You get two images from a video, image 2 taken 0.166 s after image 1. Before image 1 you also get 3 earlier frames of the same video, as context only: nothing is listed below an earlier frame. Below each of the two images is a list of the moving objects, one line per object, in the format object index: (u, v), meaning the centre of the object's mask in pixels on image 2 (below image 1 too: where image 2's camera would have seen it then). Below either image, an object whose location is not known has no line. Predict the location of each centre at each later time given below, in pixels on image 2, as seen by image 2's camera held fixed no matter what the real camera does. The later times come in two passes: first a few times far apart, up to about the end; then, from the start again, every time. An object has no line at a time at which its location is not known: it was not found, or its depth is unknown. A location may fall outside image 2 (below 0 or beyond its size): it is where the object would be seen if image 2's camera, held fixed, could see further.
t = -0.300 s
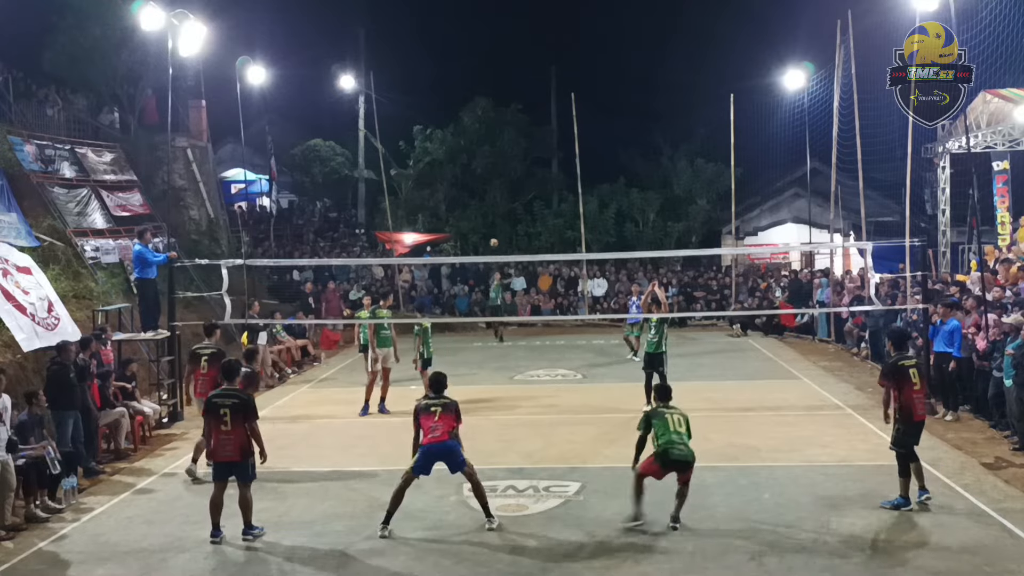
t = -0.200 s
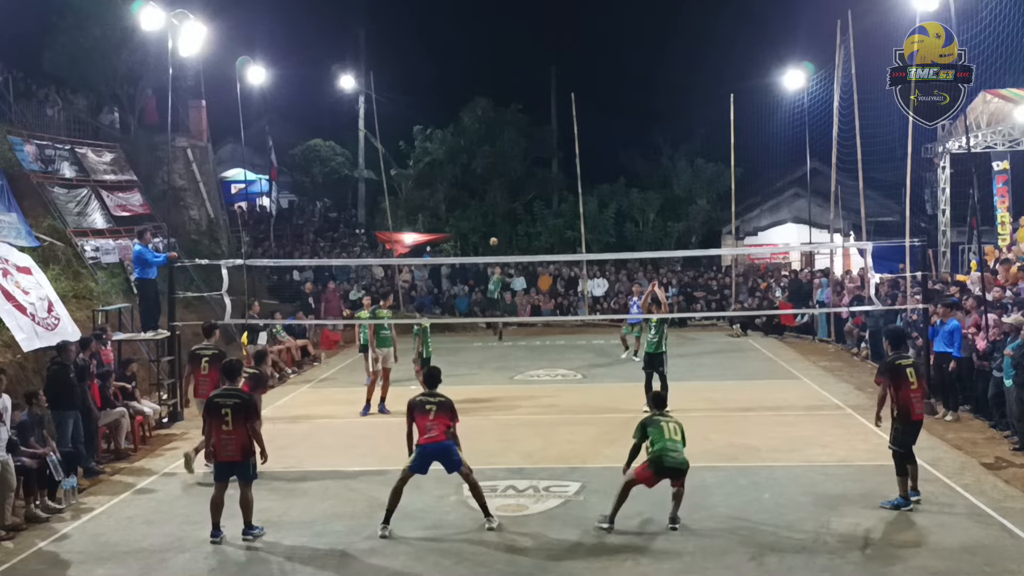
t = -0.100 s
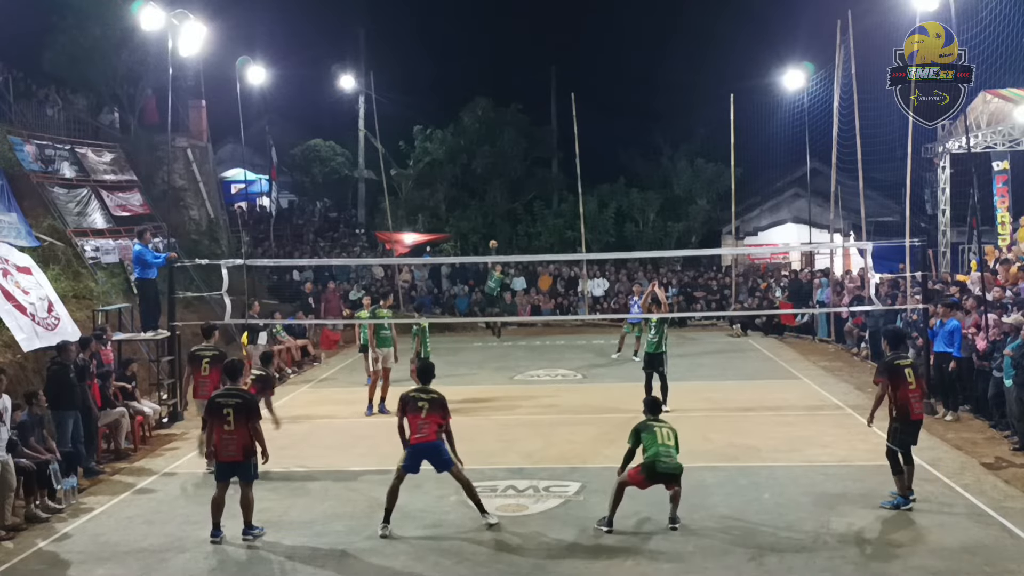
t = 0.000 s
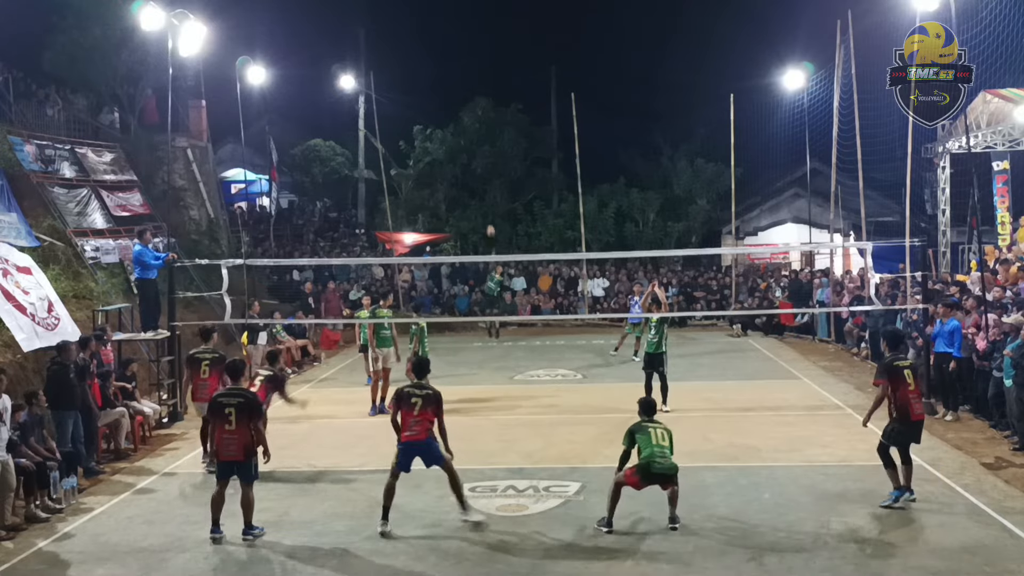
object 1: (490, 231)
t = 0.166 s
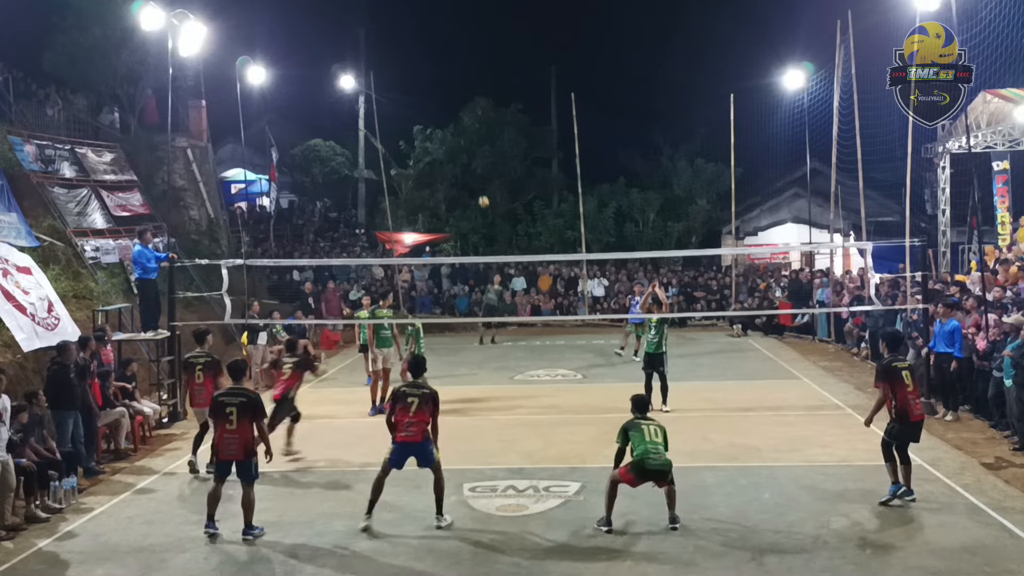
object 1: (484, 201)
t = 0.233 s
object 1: (480, 192)
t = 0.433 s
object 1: (468, 171)
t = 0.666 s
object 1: (454, 168)
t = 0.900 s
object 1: (440, 203)
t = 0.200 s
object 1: (482, 196)
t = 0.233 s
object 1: (480, 192)
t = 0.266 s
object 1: (478, 187)
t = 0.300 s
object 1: (476, 184)
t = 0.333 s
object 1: (474, 180)
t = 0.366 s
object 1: (472, 177)
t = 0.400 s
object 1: (470, 174)
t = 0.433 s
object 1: (468, 171)
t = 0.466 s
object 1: (466, 169)
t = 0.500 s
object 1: (464, 167)
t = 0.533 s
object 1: (462, 166)
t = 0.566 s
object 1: (460, 165)
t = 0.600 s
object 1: (458, 165)
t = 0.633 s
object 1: (456, 166)
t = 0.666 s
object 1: (454, 168)
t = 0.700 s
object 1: (452, 171)
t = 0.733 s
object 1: (450, 174)
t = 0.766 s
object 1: (448, 178)
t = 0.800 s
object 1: (446, 182)
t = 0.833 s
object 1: (444, 188)
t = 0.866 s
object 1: (442, 194)
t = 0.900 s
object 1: (440, 203)
